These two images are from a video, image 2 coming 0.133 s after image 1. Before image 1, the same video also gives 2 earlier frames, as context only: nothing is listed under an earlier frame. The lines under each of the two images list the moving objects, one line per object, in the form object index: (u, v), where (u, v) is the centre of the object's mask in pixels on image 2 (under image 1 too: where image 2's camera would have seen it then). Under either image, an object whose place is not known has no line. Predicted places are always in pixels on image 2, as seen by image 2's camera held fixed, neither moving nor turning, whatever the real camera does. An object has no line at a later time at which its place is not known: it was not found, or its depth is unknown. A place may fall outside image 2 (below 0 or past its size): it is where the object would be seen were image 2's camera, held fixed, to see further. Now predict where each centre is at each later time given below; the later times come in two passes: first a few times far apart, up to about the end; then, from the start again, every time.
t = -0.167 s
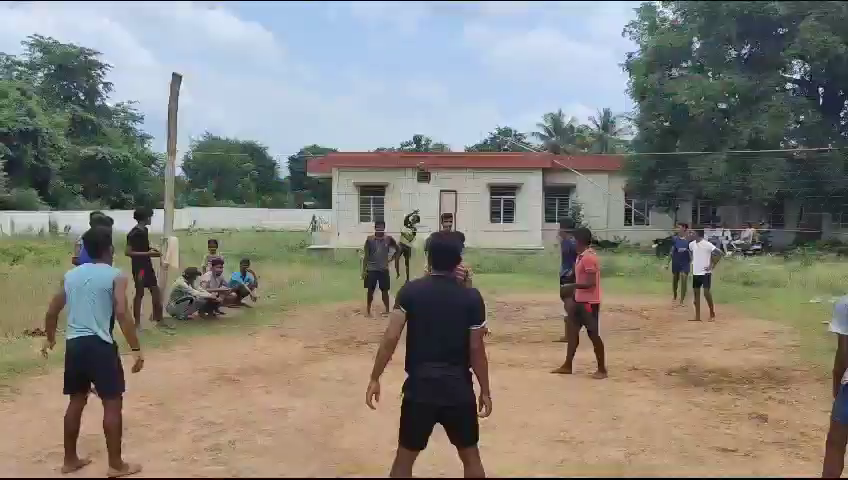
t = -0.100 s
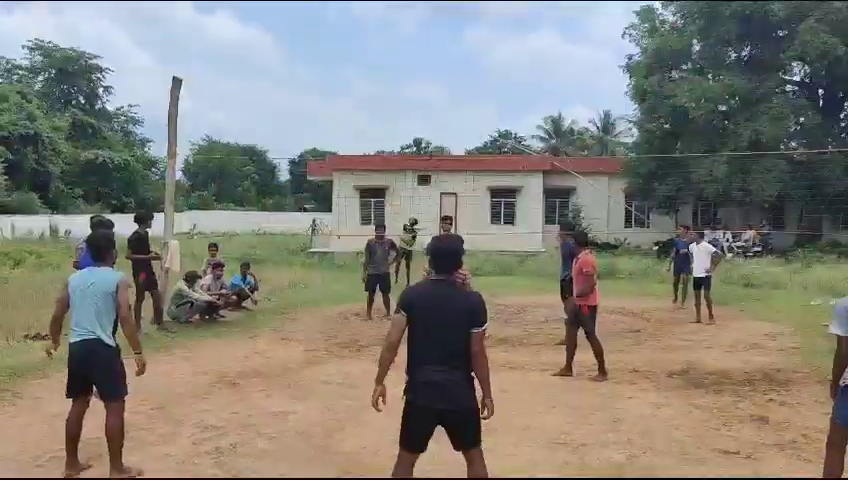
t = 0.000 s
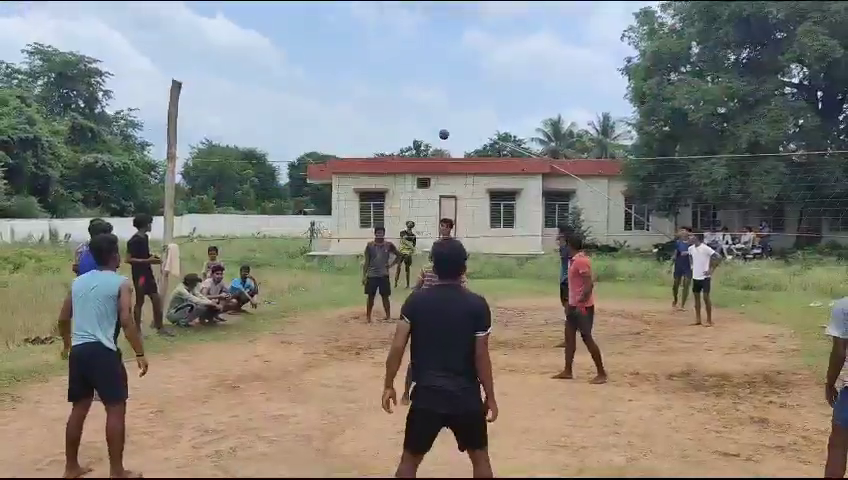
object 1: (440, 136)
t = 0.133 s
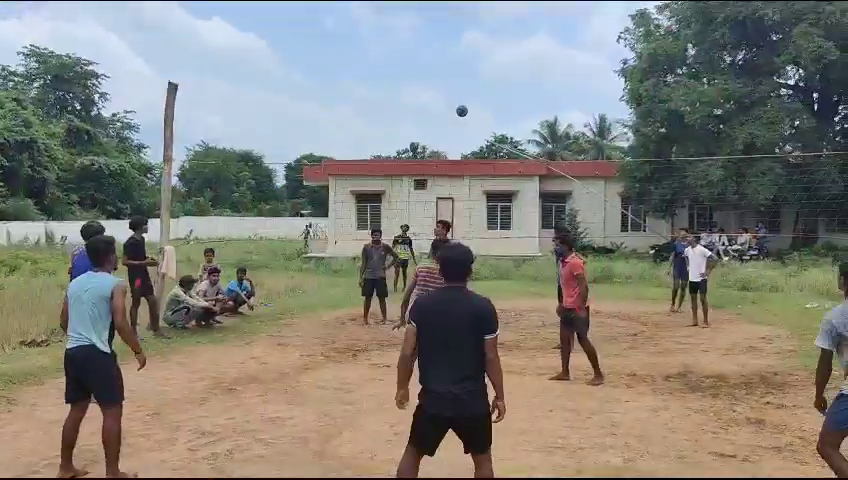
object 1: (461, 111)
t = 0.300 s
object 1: (496, 88)
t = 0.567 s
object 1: (575, 87)
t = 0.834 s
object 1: (711, 176)
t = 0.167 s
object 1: (467, 106)
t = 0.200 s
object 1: (474, 100)
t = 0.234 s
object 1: (481, 95)
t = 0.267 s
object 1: (488, 91)
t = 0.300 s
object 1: (496, 88)
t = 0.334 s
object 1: (504, 85)
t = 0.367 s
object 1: (512, 83)
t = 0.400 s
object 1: (521, 81)
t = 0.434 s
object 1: (530, 80)
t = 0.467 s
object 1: (540, 80)
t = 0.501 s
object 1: (551, 81)
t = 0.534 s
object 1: (562, 83)
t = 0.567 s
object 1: (575, 87)
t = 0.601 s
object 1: (588, 91)
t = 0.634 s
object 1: (601, 97)
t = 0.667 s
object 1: (616, 105)
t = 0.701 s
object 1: (632, 112)
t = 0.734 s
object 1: (650, 126)
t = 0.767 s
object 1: (668, 141)
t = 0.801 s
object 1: (689, 155)
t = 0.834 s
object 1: (711, 176)
